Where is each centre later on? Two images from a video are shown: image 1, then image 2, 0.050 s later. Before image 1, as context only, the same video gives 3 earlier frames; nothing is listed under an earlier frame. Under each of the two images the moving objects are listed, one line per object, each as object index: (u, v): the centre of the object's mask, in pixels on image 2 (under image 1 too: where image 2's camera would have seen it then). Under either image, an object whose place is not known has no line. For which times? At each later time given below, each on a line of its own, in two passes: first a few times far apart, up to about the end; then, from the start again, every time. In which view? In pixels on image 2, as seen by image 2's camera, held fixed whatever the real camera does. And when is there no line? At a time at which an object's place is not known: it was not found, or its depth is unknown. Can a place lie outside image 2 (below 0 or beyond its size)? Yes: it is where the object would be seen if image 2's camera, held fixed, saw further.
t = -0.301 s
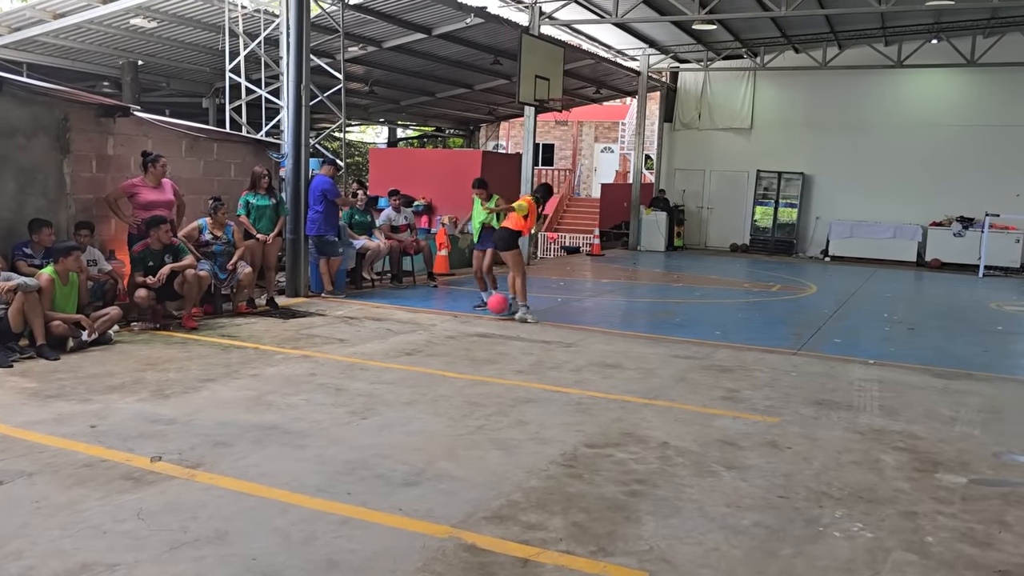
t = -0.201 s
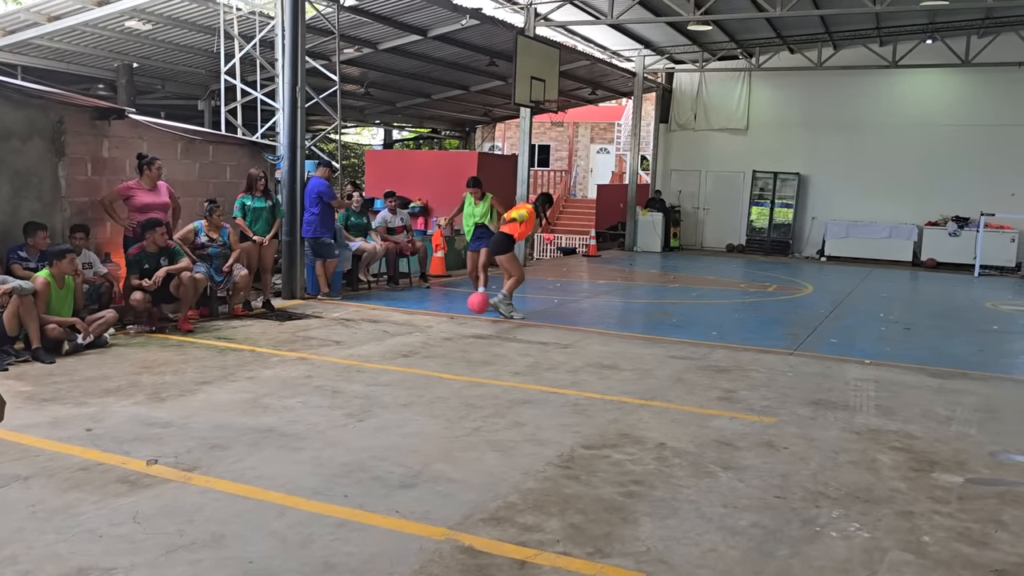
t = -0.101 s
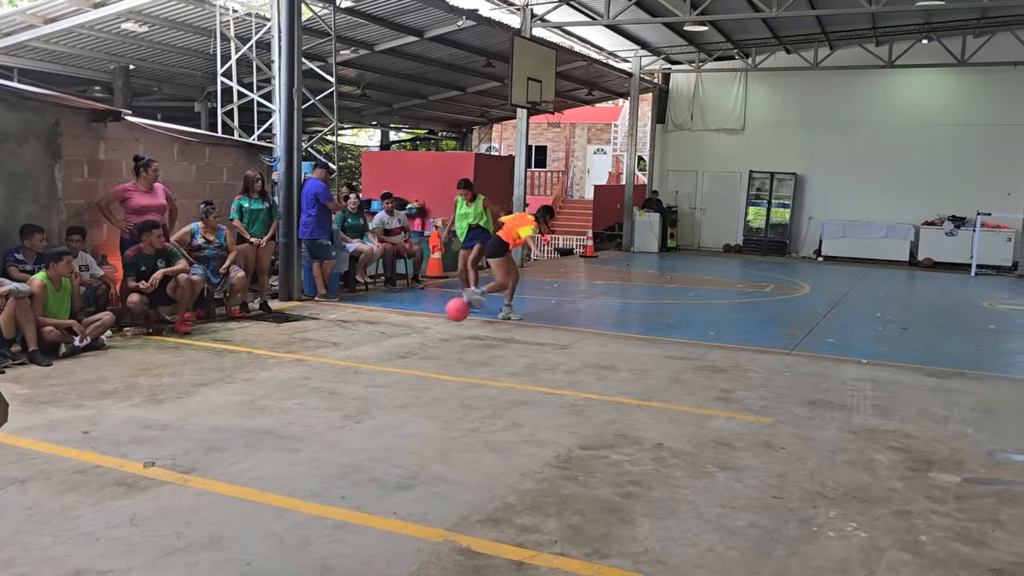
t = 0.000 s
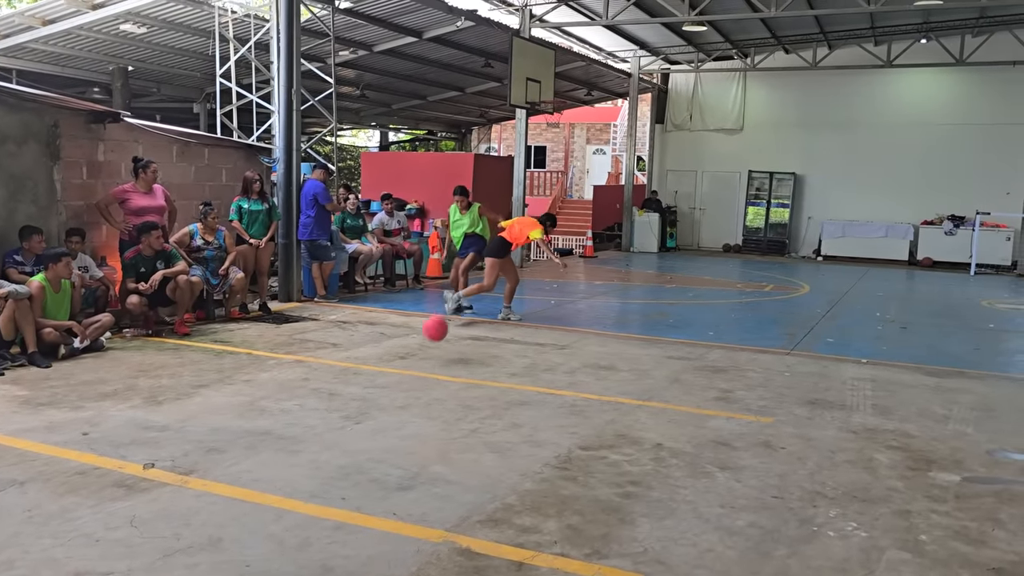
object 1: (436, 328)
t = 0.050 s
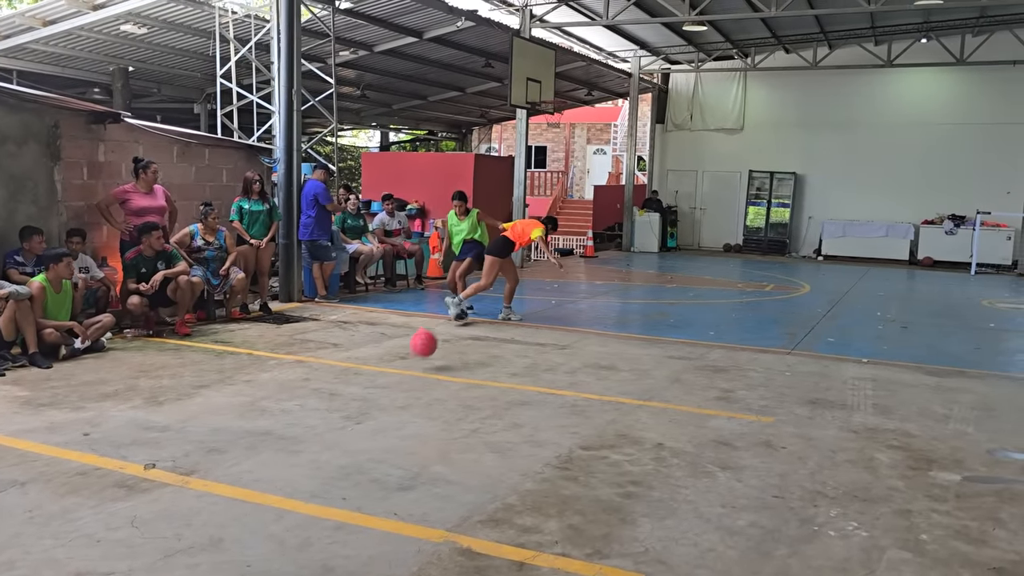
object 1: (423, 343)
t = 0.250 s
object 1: (380, 359)
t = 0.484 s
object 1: (316, 421)
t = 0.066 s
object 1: (419, 349)
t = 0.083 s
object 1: (415, 355)
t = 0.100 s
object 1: (410, 362)
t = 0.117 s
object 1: (406, 362)
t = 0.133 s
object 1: (403, 360)
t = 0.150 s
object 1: (401, 359)
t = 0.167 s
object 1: (398, 358)
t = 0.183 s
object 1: (394, 358)
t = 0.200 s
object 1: (391, 357)
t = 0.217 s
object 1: (387, 357)
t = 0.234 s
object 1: (384, 358)
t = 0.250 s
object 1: (380, 359)
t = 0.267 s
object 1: (376, 360)
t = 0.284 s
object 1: (373, 362)
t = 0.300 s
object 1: (369, 365)
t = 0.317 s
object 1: (365, 367)
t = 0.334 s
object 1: (360, 370)
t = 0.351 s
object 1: (356, 374)
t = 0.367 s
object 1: (352, 379)
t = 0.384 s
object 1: (347, 384)
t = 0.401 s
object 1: (342, 390)
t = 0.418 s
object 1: (337, 396)
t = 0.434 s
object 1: (332, 403)
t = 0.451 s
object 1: (327, 410)
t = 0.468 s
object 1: (321, 418)
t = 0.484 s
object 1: (316, 421)
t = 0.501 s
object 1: (312, 419)
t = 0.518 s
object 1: (308, 417)
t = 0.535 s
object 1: (304, 417)
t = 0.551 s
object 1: (300, 416)
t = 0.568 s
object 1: (295, 417)
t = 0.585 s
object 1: (291, 417)
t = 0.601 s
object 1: (287, 419)
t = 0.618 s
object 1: (282, 421)
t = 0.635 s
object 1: (278, 423)
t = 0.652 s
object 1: (273, 427)
